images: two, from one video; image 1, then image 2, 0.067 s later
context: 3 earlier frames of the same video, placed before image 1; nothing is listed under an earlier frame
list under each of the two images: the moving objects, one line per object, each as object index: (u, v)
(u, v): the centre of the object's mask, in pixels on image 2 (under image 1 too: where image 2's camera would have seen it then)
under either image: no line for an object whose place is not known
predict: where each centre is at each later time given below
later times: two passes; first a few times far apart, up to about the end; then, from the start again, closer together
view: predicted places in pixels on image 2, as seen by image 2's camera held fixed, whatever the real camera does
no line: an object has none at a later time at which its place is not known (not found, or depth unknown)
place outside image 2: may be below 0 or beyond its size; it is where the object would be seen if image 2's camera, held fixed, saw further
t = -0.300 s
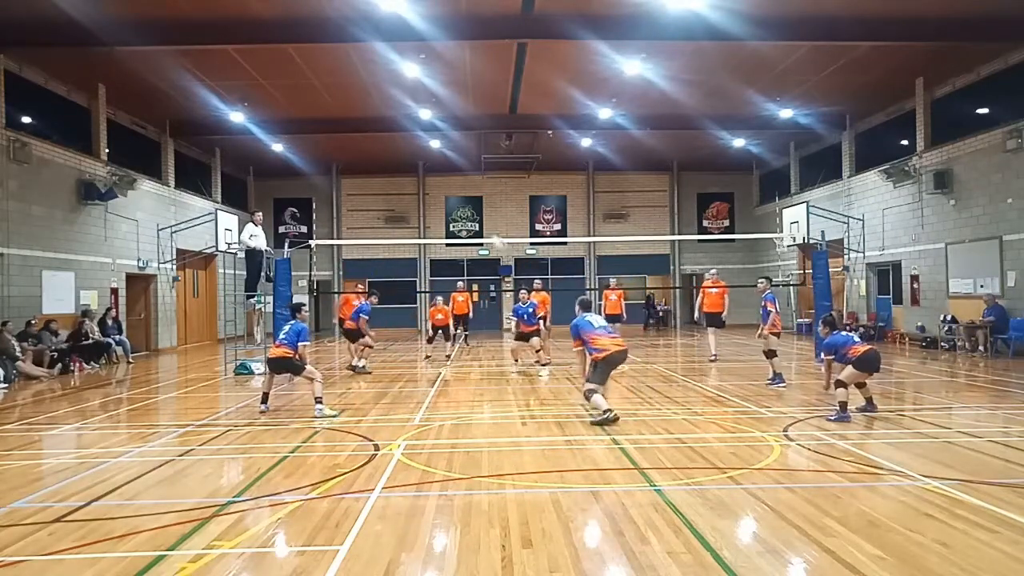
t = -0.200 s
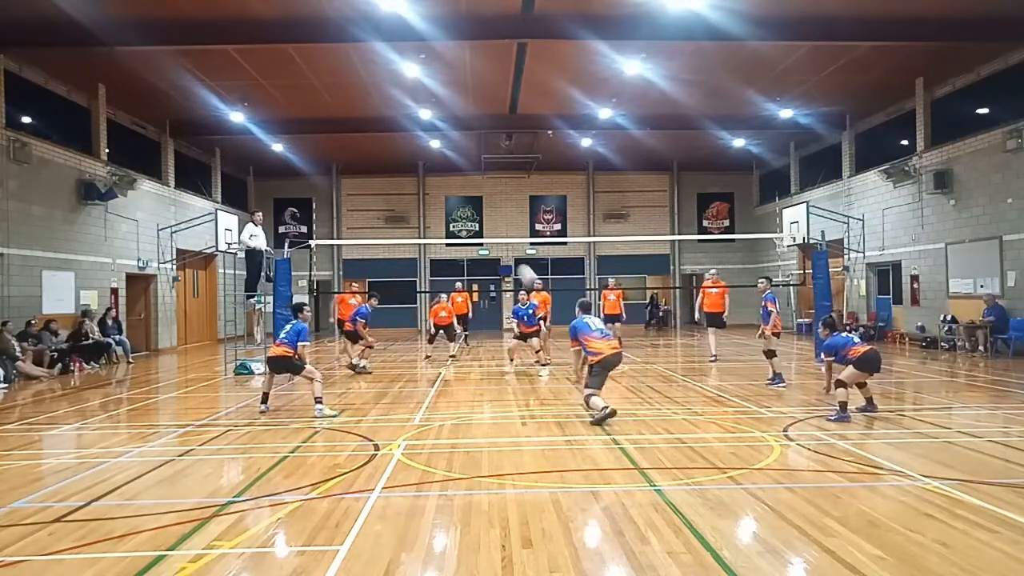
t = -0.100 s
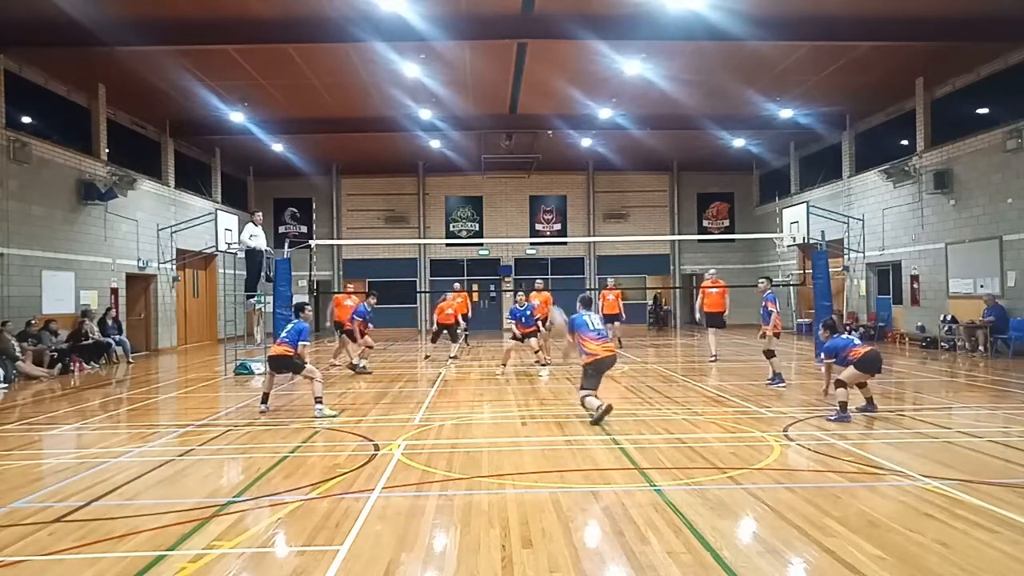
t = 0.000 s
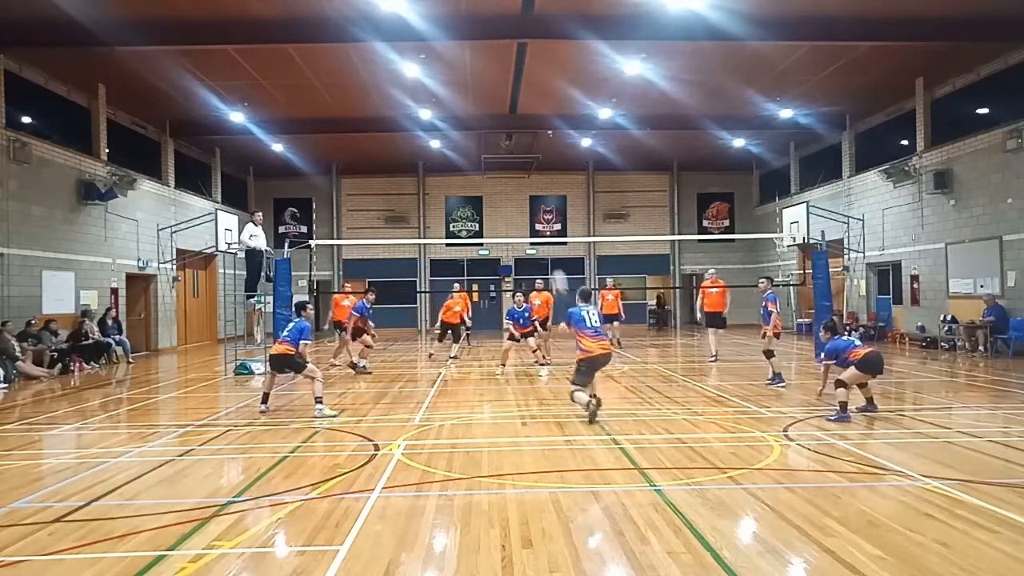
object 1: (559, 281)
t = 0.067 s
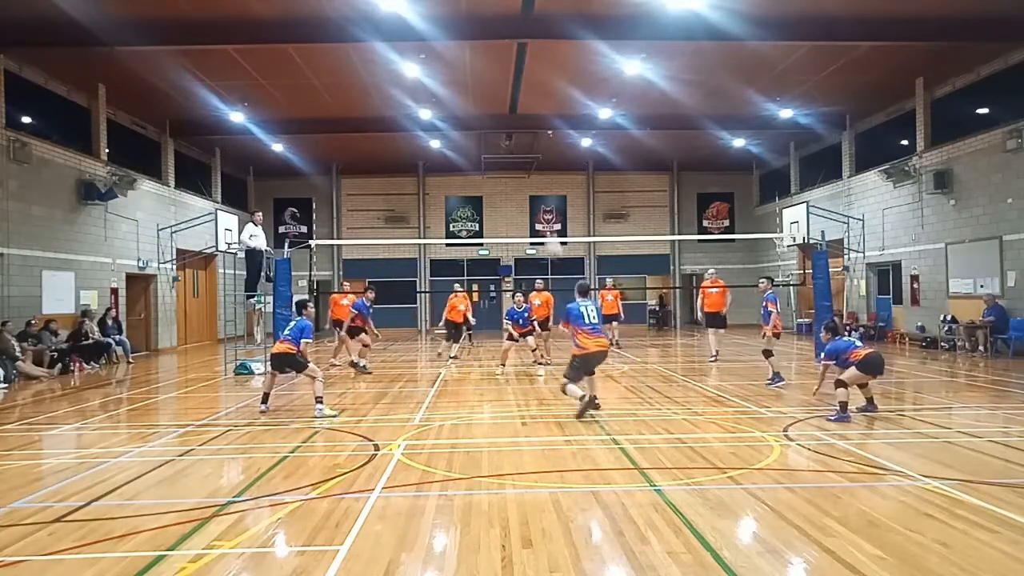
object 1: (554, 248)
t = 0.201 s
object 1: (540, 184)
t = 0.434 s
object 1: (523, 116)
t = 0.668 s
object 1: (508, 91)
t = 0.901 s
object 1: (496, 102)
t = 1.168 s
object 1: (484, 156)
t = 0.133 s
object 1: (546, 213)
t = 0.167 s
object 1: (543, 199)
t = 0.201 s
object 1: (540, 184)
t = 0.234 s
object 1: (537, 171)
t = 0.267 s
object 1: (535, 159)
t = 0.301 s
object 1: (532, 150)
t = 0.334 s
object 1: (530, 139)
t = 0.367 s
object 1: (527, 131)
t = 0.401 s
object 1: (525, 124)
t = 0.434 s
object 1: (523, 116)
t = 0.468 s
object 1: (521, 110)
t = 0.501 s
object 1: (519, 105)
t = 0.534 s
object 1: (516, 100)
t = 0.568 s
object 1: (514, 96)
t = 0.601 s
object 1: (512, 94)
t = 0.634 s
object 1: (510, 92)
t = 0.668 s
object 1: (508, 91)
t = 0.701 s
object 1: (507, 90)
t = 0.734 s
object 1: (505, 90)
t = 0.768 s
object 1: (503, 91)
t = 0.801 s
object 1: (501, 93)
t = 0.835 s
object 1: (500, 95)
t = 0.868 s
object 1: (498, 98)
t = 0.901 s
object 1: (496, 102)
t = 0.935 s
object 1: (495, 106)
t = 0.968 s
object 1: (493, 112)
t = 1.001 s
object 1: (492, 118)
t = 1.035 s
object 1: (490, 124)
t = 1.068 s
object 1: (489, 131)
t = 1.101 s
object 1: (487, 139)
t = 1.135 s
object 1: (486, 147)
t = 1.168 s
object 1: (484, 156)
